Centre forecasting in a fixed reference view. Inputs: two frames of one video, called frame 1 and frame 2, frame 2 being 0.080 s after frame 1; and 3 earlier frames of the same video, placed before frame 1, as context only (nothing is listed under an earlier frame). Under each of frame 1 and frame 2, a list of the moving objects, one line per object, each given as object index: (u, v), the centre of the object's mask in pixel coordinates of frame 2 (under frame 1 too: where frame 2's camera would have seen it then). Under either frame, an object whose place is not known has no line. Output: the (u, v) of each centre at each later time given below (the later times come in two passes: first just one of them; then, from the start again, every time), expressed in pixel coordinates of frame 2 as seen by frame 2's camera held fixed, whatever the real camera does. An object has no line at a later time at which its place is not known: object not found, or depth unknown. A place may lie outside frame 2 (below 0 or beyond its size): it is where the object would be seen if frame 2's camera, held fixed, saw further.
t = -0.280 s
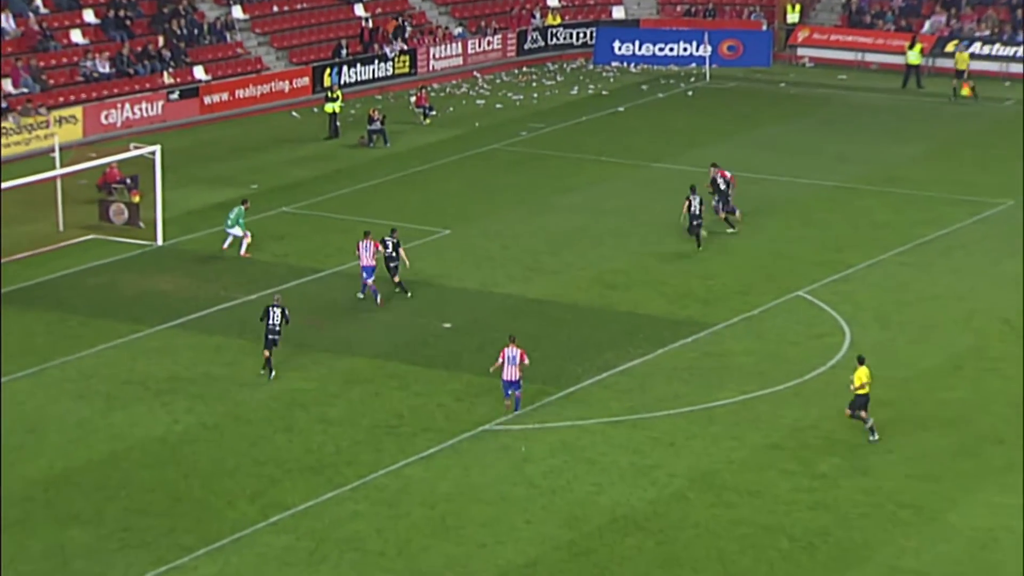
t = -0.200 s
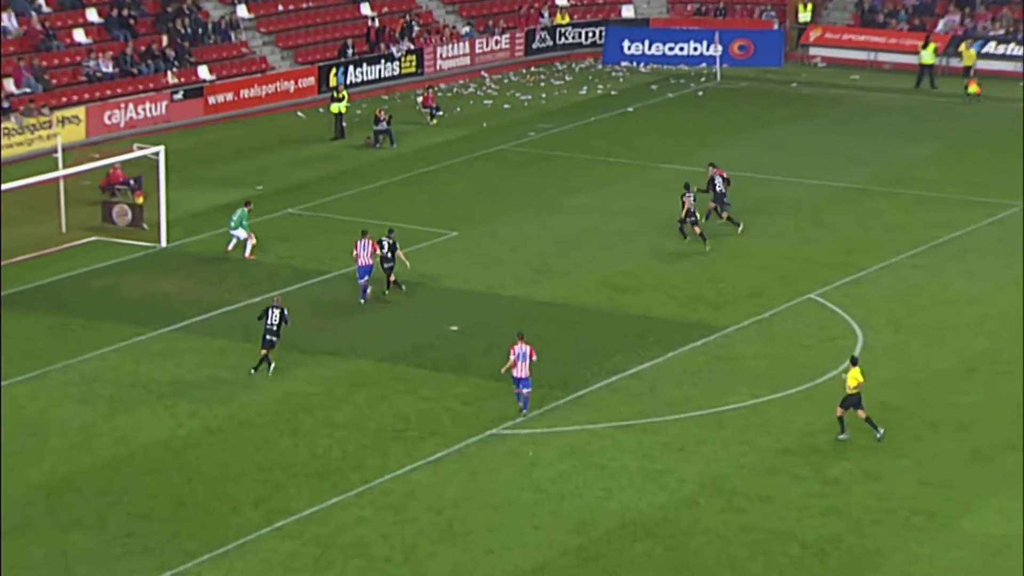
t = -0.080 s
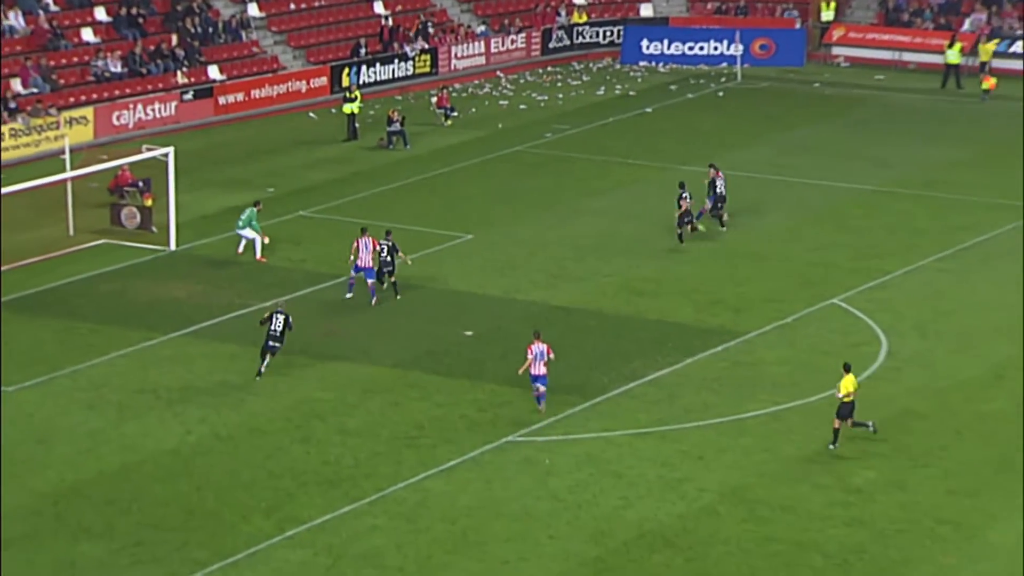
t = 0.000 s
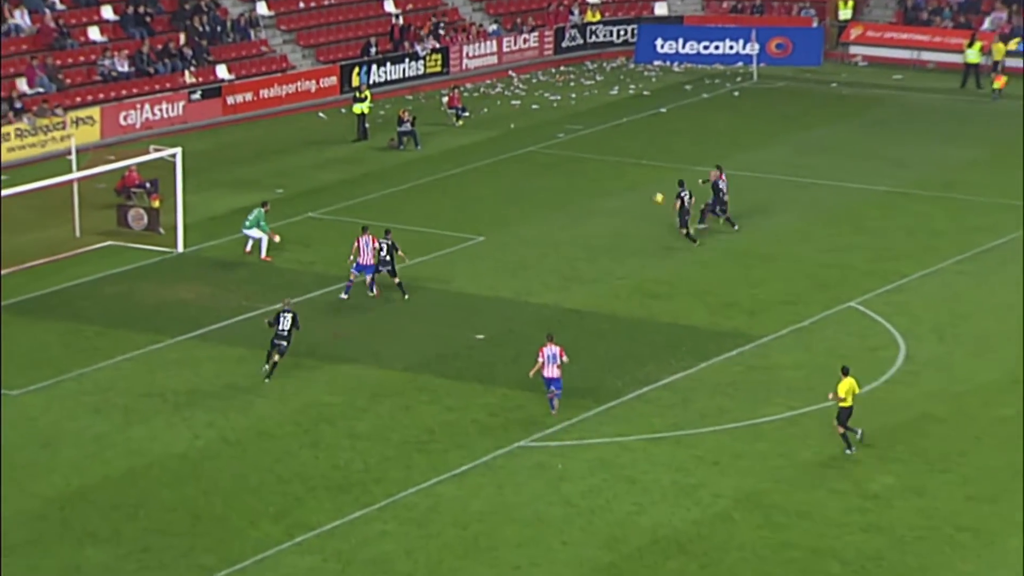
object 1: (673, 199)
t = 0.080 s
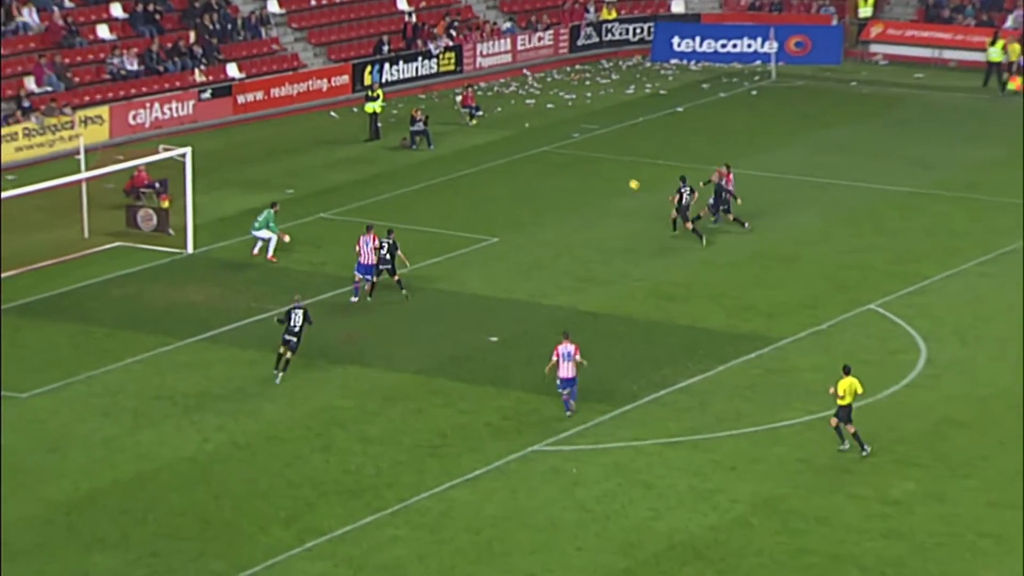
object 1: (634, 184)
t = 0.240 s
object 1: (556, 161)
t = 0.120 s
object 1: (614, 178)
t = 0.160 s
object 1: (595, 172)
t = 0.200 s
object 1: (576, 166)
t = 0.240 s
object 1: (556, 161)
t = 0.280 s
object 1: (538, 157)
